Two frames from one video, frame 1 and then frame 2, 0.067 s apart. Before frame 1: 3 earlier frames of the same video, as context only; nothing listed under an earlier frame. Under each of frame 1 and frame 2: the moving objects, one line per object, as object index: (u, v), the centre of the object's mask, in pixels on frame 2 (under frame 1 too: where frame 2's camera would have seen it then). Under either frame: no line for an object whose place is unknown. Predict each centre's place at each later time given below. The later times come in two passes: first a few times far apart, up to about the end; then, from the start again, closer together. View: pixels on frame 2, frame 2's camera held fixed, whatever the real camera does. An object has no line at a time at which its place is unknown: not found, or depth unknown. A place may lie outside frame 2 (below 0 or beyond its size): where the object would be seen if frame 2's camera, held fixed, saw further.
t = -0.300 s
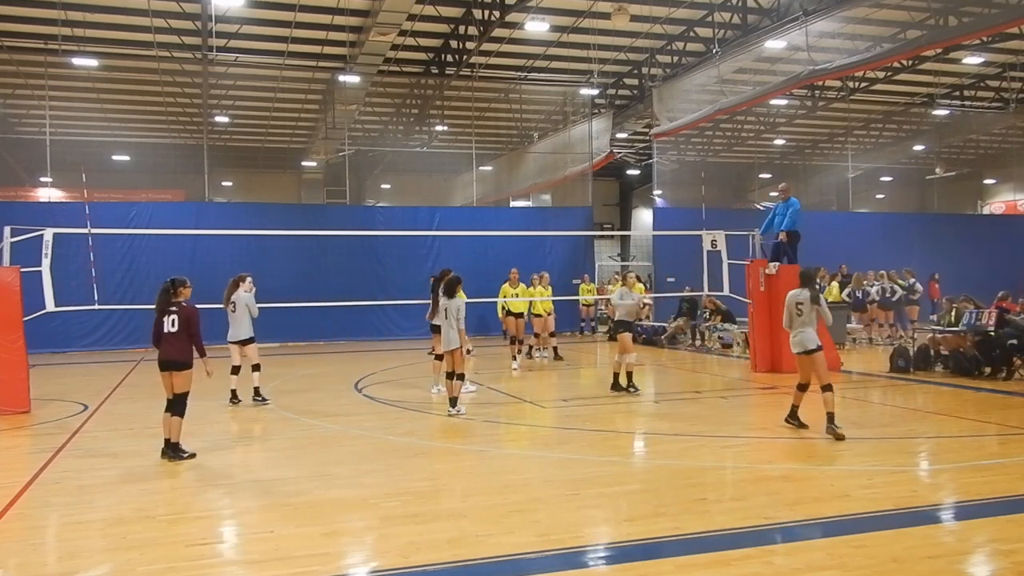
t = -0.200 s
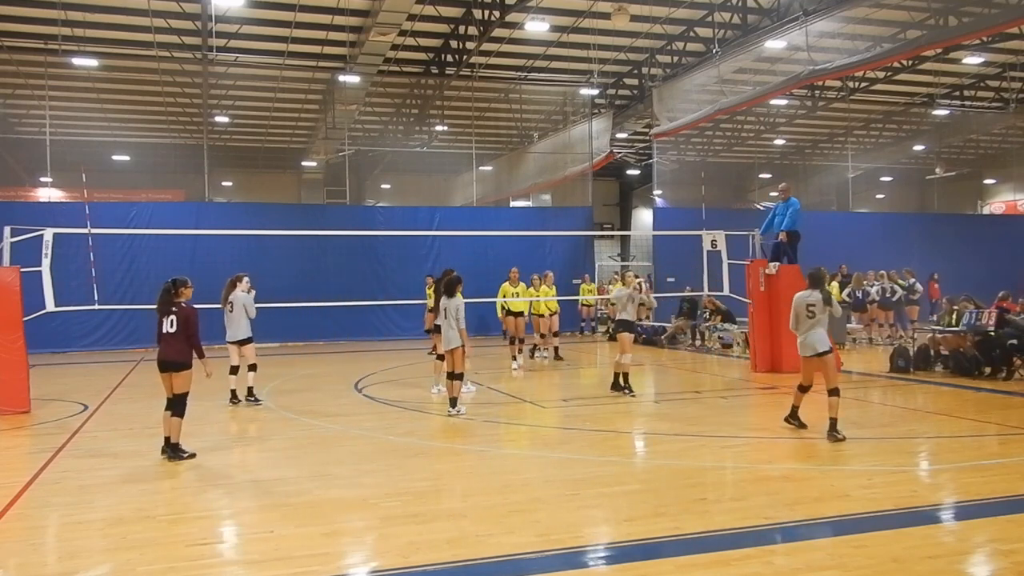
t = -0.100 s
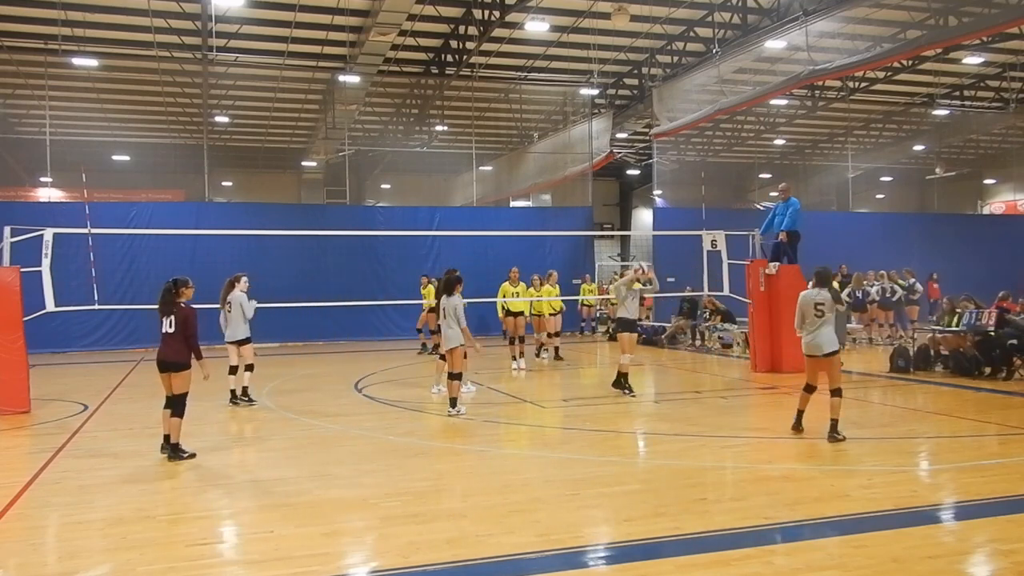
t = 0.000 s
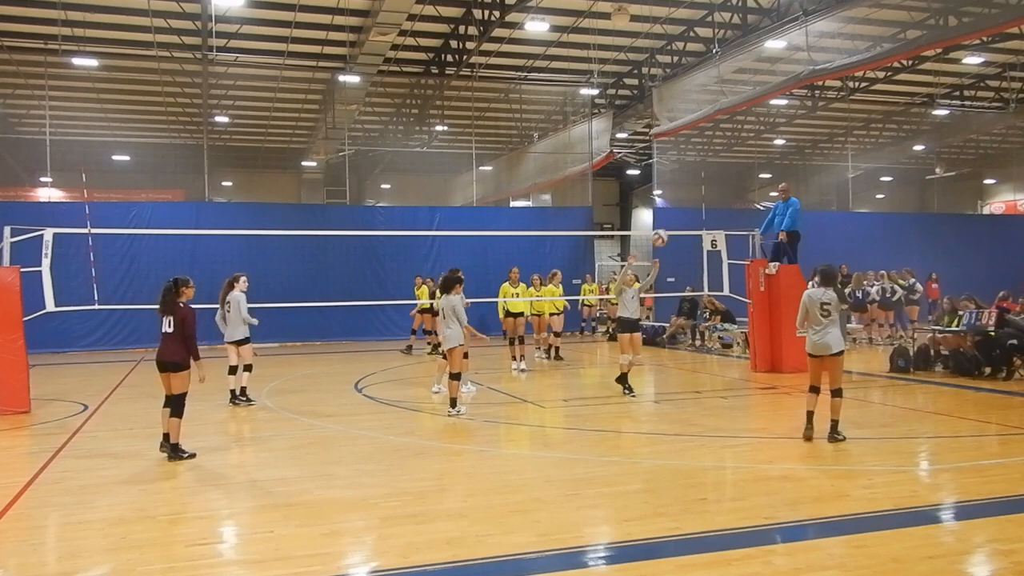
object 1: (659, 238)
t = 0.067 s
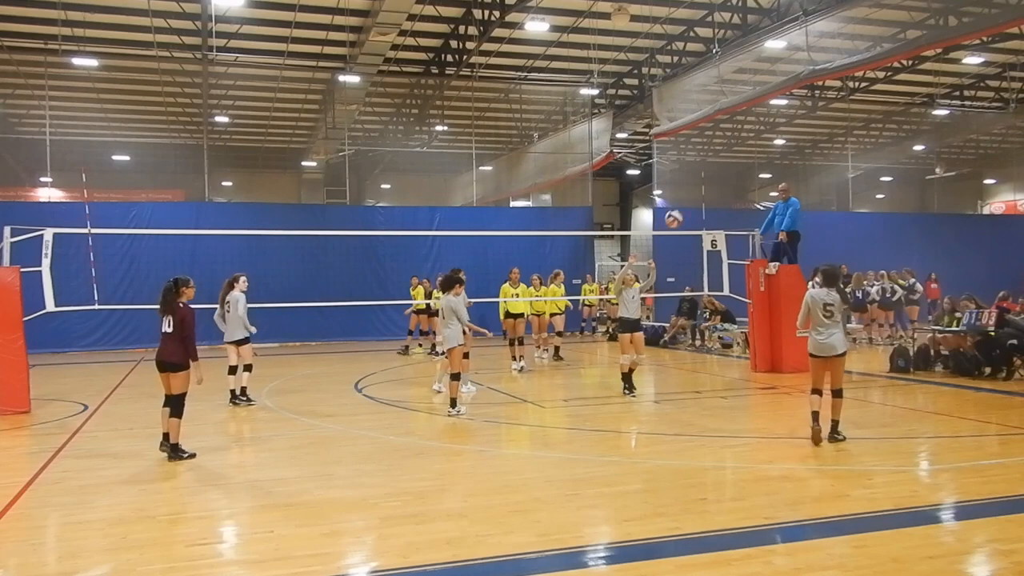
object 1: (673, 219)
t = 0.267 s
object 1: (720, 180)
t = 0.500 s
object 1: (785, 177)
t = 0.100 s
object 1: (680, 211)
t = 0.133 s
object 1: (688, 203)
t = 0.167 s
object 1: (696, 195)
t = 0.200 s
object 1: (704, 190)
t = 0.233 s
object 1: (711, 185)
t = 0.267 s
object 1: (720, 180)
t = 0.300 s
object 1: (729, 177)
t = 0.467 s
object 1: (776, 174)
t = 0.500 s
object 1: (785, 177)
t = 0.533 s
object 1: (796, 181)
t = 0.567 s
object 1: (807, 186)
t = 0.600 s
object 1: (817, 193)
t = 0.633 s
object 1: (829, 201)
